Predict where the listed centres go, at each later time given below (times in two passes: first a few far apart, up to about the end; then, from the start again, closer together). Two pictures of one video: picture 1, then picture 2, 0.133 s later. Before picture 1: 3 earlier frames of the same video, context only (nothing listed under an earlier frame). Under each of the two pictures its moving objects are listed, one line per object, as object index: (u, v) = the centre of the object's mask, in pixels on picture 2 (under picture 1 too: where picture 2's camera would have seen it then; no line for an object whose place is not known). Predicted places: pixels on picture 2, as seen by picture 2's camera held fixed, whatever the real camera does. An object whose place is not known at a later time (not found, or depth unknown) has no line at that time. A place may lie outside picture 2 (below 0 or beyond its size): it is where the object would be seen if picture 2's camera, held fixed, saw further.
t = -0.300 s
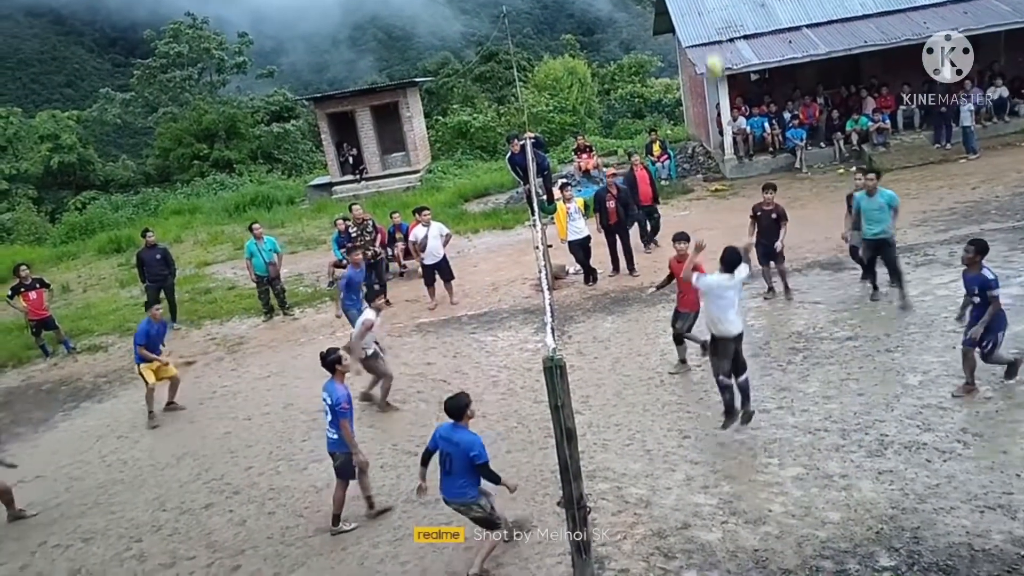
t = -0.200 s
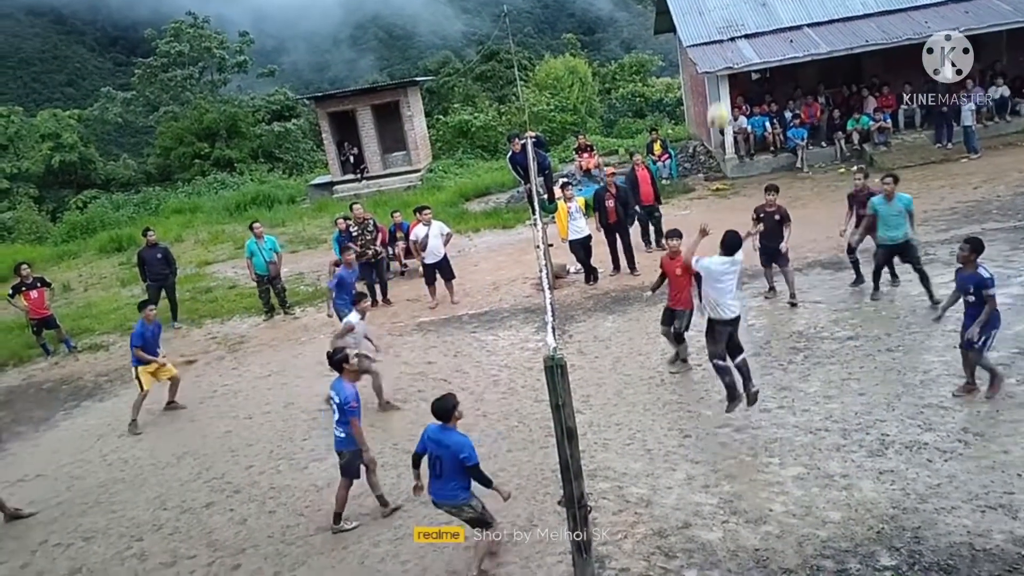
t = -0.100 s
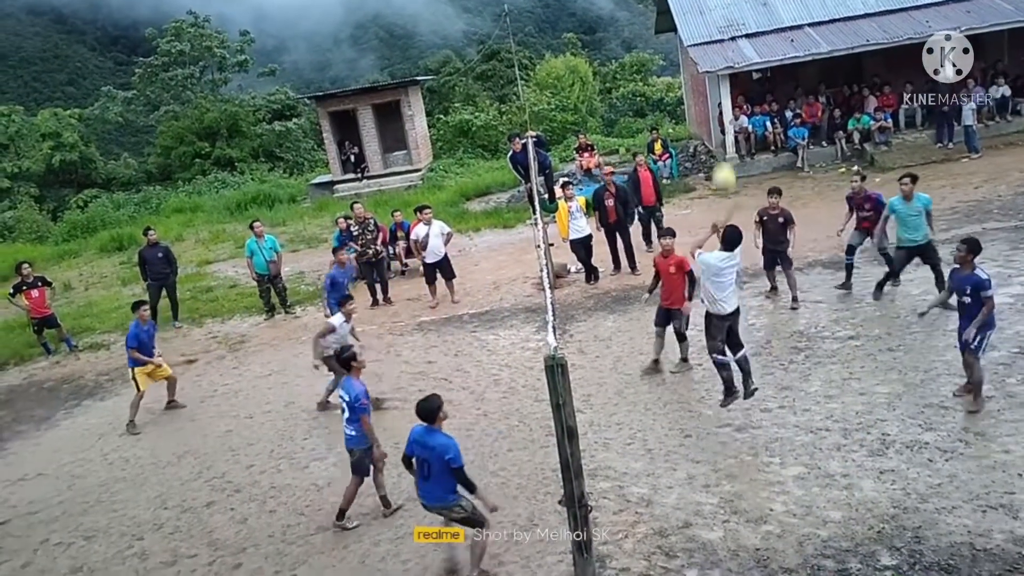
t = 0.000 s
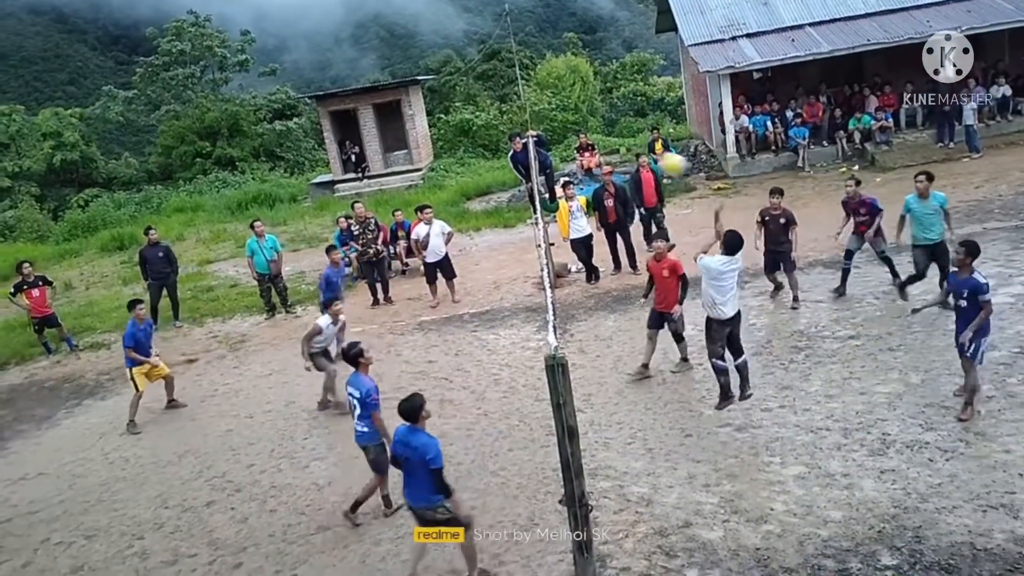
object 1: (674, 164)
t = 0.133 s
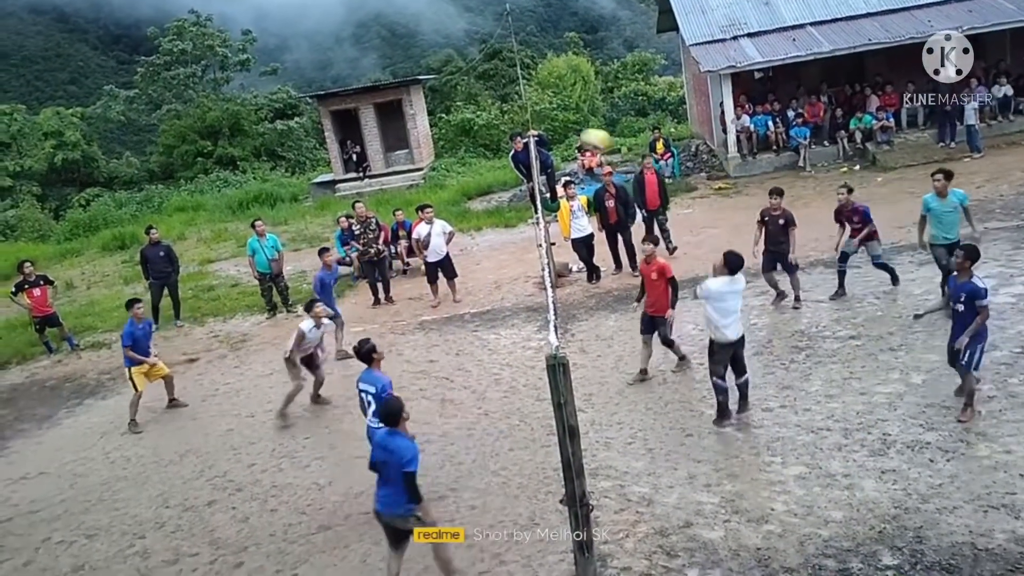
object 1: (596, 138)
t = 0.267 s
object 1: (520, 136)
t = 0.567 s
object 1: (373, 191)
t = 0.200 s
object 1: (557, 135)
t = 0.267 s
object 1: (520, 136)
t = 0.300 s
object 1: (503, 137)
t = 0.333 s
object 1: (486, 140)
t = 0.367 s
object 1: (468, 143)
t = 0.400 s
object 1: (451, 149)
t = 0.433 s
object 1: (435, 156)
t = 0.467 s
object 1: (419, 164)
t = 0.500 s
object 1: (403, 172)
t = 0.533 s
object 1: (388, 181)
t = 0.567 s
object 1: (373, 191)
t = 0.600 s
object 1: (358, 203)
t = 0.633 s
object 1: (342, 216)
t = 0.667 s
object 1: (330, 231)
